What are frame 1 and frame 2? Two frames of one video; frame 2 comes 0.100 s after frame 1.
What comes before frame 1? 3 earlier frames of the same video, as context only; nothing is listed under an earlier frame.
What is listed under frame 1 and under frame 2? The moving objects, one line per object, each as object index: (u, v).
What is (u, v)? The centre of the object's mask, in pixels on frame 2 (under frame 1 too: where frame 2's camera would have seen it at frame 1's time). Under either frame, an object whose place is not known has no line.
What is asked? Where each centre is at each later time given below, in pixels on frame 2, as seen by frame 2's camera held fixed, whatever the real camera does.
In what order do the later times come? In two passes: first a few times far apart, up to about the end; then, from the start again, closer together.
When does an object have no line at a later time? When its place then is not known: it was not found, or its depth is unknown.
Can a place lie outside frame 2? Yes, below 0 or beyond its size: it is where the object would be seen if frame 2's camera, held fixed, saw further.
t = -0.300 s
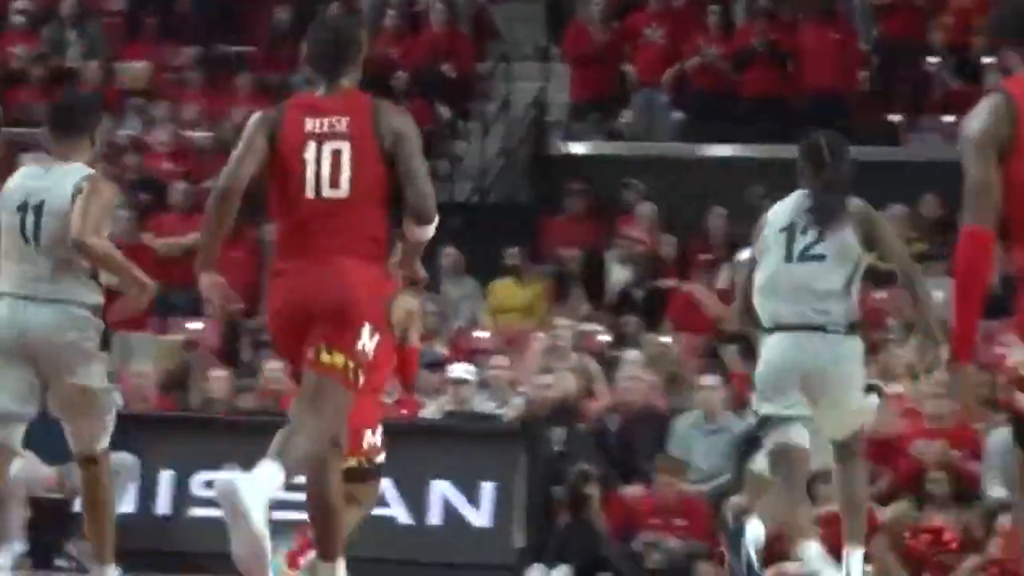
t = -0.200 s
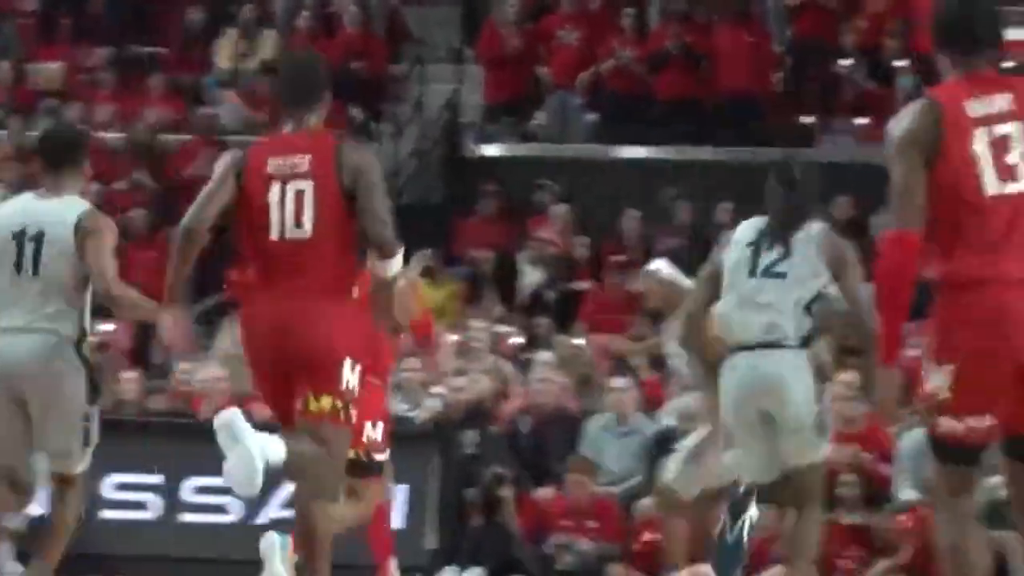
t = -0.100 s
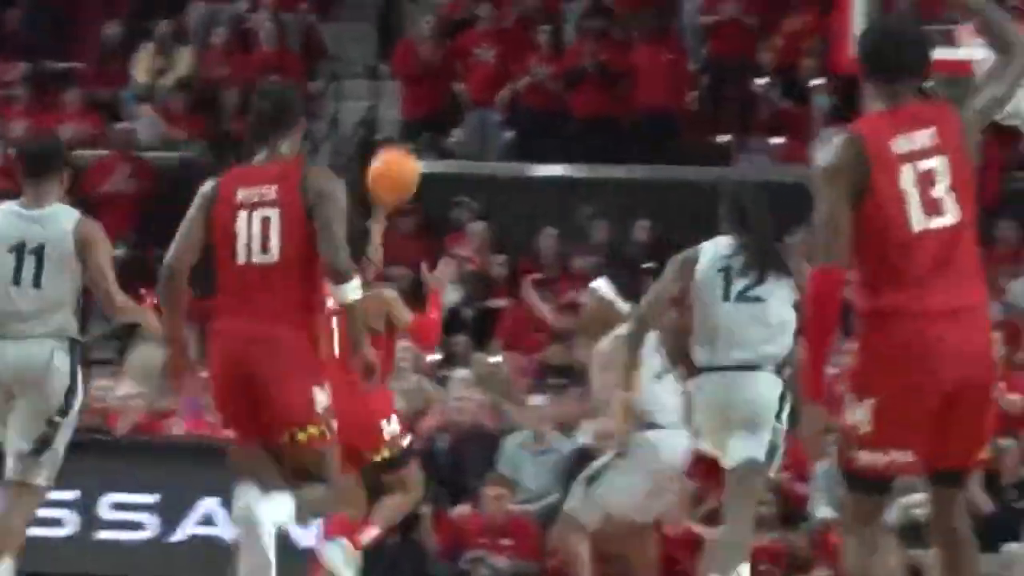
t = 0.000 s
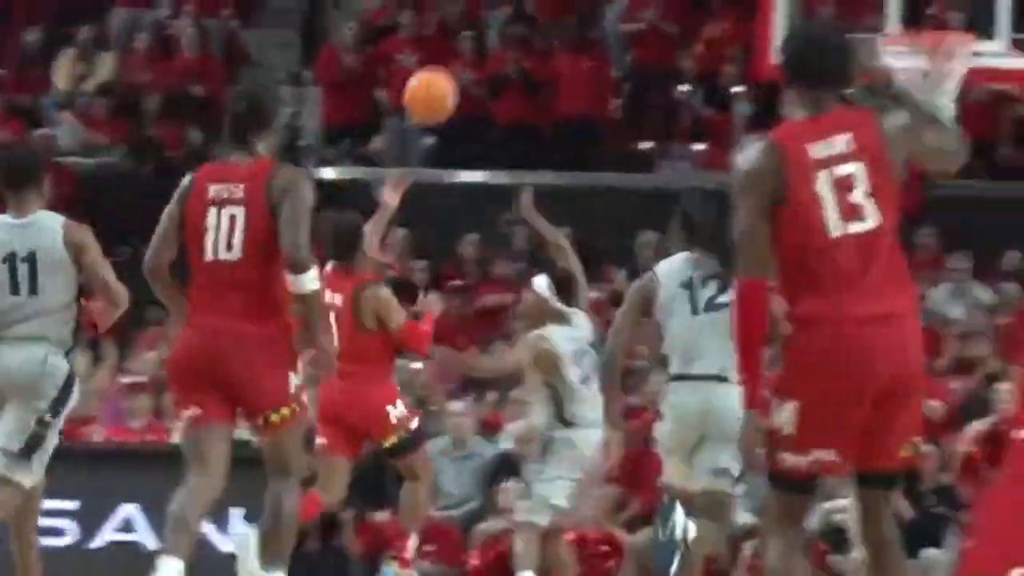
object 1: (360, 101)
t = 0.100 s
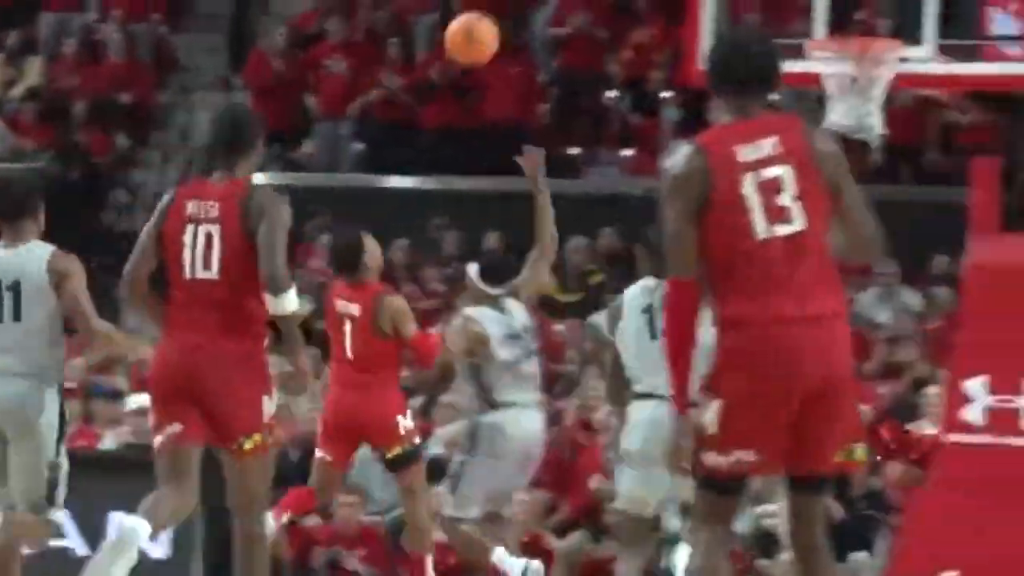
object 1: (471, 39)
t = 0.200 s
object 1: (578, 8)
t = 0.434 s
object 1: (813, -9)
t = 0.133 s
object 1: (508, 24)
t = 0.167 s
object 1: (544, 16)
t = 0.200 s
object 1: (578, 8)
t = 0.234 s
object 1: (614, 3)
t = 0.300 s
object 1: (680, -5)
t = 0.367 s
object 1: (748, -8)
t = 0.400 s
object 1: (780, -9)
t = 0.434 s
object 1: (813, -9)
